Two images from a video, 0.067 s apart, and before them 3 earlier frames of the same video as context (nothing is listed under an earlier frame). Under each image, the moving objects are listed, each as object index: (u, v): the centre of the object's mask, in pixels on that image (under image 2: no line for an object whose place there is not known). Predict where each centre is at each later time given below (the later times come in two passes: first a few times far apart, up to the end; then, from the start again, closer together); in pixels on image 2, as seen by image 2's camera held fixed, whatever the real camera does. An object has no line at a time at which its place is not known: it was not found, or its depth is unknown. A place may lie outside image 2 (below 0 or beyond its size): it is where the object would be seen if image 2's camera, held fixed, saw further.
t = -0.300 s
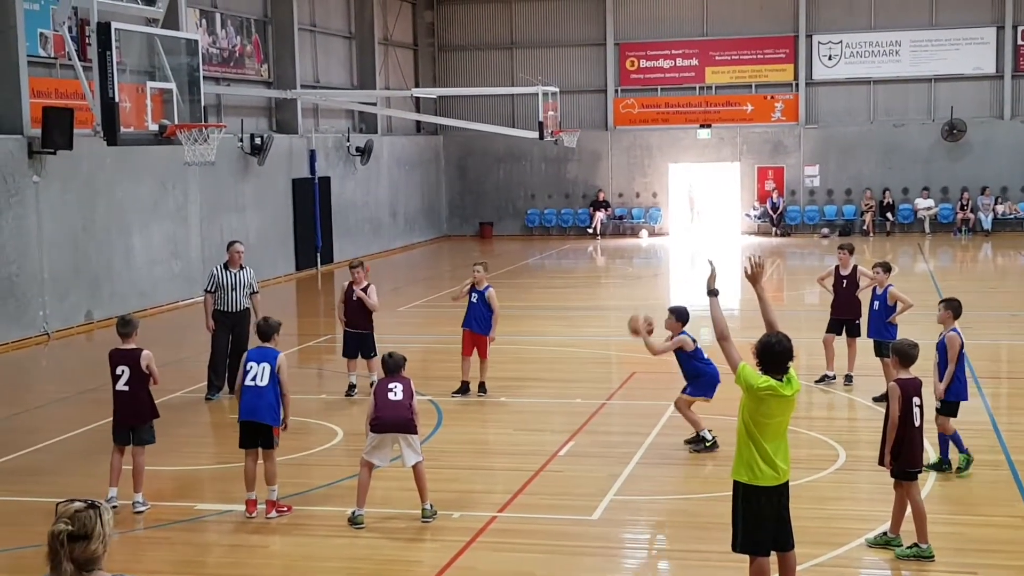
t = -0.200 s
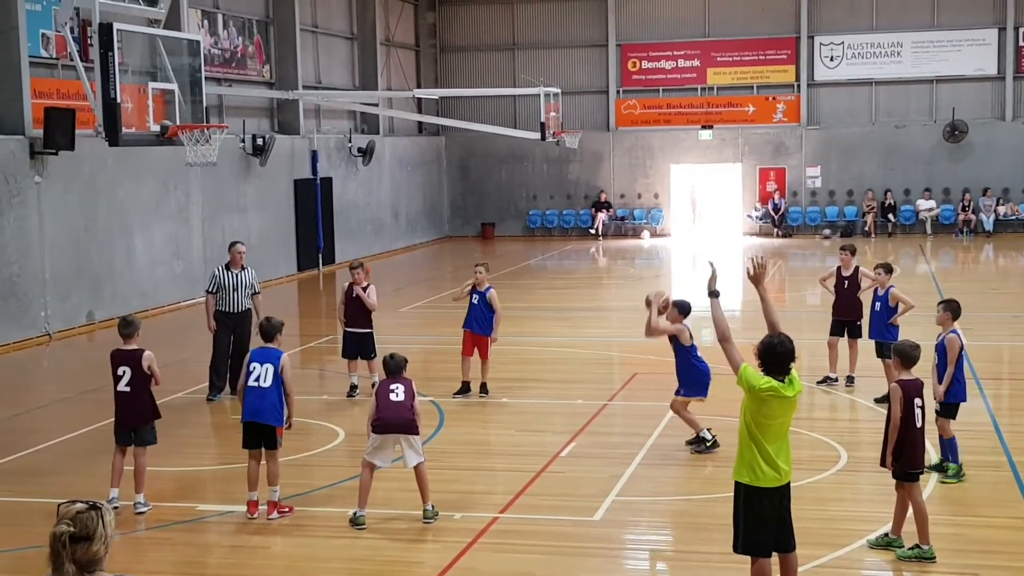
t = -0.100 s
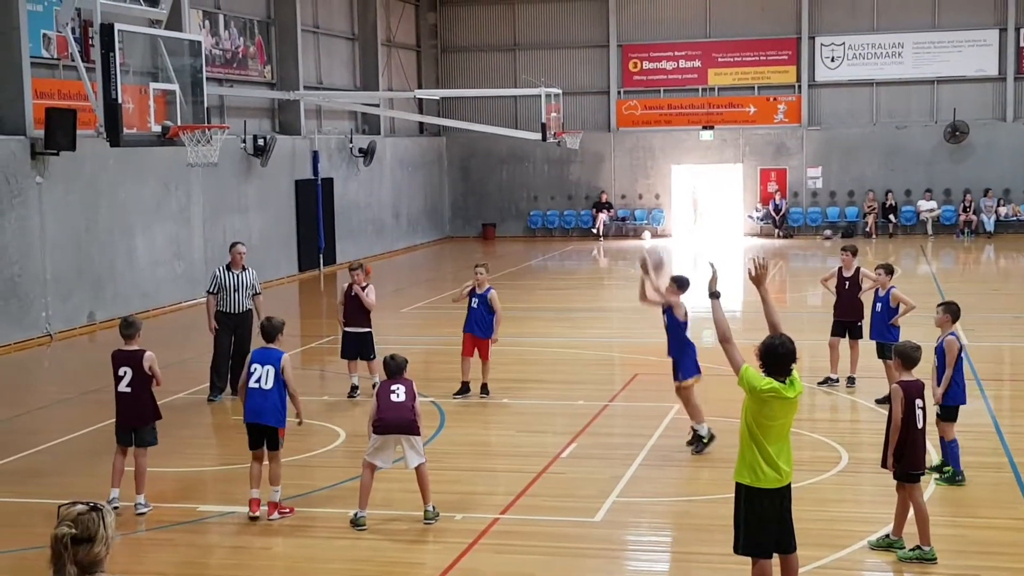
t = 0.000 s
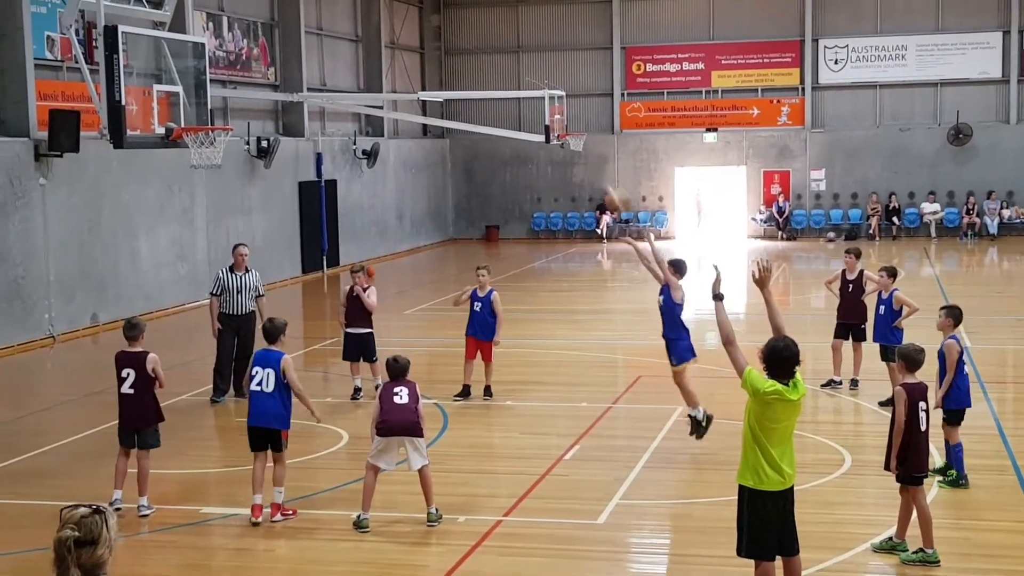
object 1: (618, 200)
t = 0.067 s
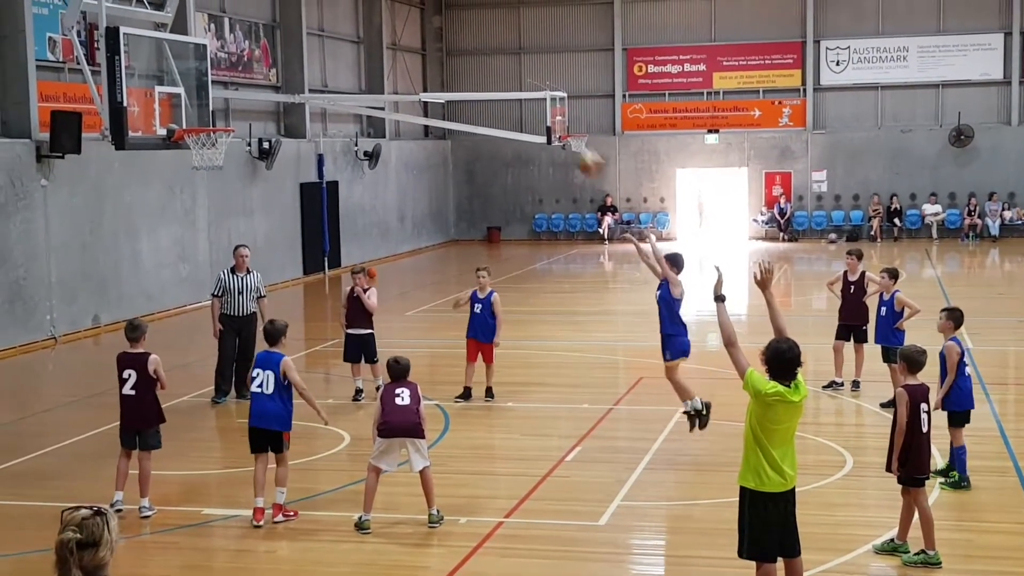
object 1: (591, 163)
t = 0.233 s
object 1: (516, 84)
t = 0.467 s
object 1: (420, 28)
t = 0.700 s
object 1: (330, 29)
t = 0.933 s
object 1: (245, 89)
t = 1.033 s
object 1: (211, 130)
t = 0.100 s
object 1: (574, 144)
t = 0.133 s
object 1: (561, 127)
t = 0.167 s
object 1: (544, 112)
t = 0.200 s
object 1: (532, 97)
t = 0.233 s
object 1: (516, 84)
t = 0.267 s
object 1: (503, 73)
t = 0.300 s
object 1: (489, 63)
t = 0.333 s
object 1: (476, 53)
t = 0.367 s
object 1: (462, 45)
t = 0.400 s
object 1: (448, 39)
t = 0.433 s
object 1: (434, 33)
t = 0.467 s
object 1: (420, 28)
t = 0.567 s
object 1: (380, 21)
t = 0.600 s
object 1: (368, 21)
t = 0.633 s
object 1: (354, 23)
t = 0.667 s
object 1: (342, 25)
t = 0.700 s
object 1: (330, 29)
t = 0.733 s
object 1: (318, 35)
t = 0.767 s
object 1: (305, 41)
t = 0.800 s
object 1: (293, 48)
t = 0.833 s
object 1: (281, 56)
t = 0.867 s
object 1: (269, 66)
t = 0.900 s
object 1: (257, 76)
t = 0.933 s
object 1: (245, 89)
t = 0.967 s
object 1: (233, 101)
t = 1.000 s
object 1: (223, 116)
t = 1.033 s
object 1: (211, 130)
